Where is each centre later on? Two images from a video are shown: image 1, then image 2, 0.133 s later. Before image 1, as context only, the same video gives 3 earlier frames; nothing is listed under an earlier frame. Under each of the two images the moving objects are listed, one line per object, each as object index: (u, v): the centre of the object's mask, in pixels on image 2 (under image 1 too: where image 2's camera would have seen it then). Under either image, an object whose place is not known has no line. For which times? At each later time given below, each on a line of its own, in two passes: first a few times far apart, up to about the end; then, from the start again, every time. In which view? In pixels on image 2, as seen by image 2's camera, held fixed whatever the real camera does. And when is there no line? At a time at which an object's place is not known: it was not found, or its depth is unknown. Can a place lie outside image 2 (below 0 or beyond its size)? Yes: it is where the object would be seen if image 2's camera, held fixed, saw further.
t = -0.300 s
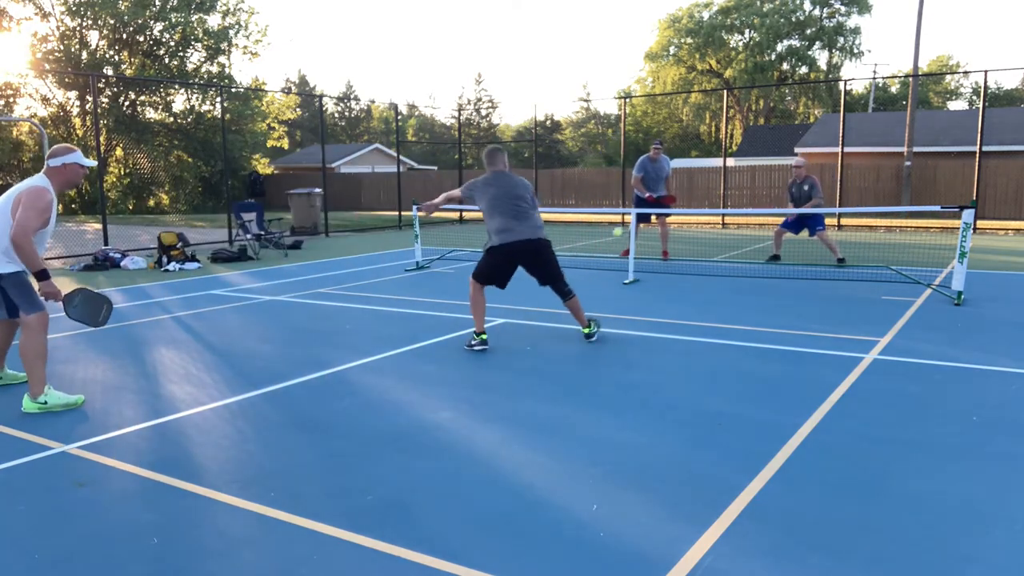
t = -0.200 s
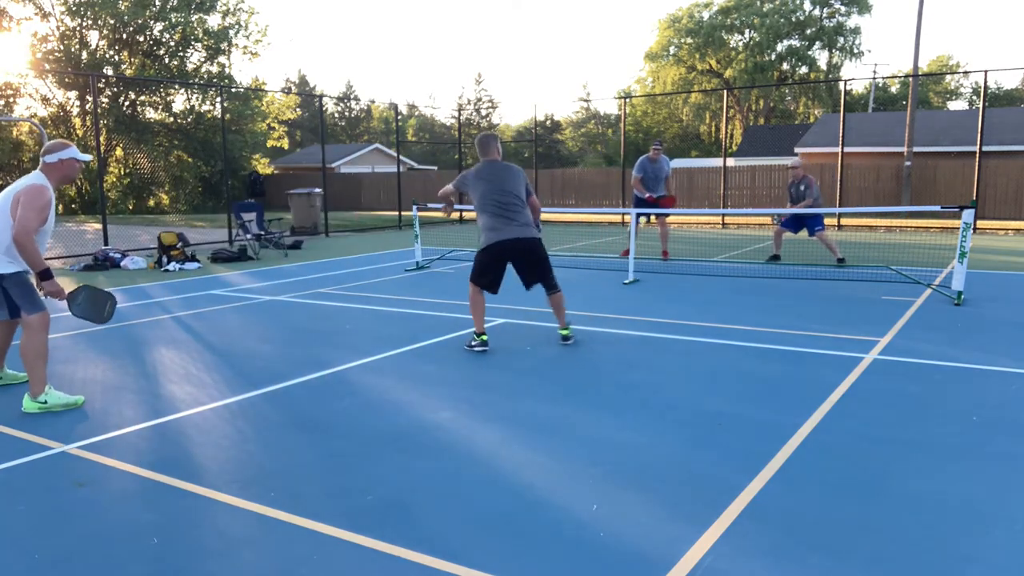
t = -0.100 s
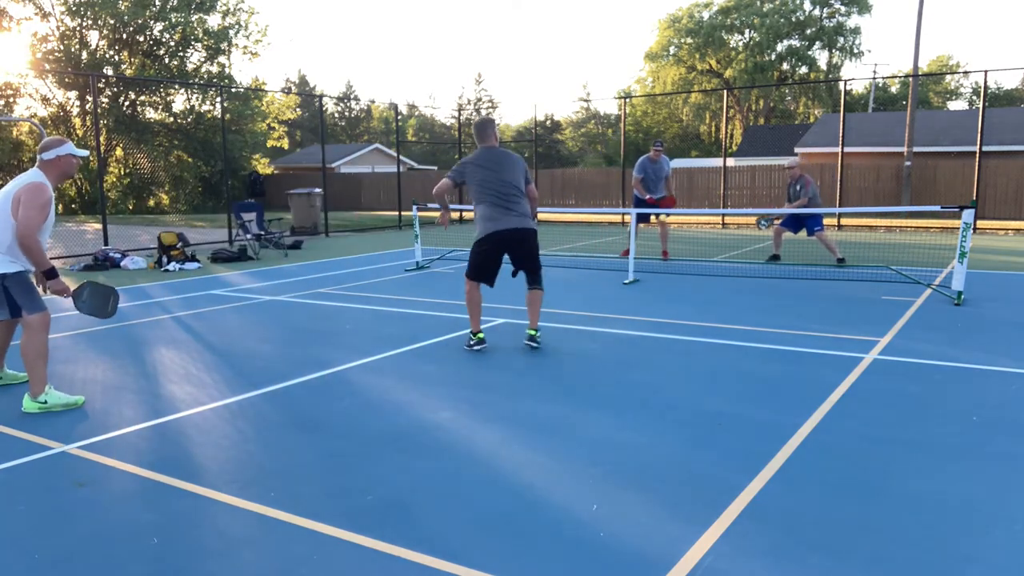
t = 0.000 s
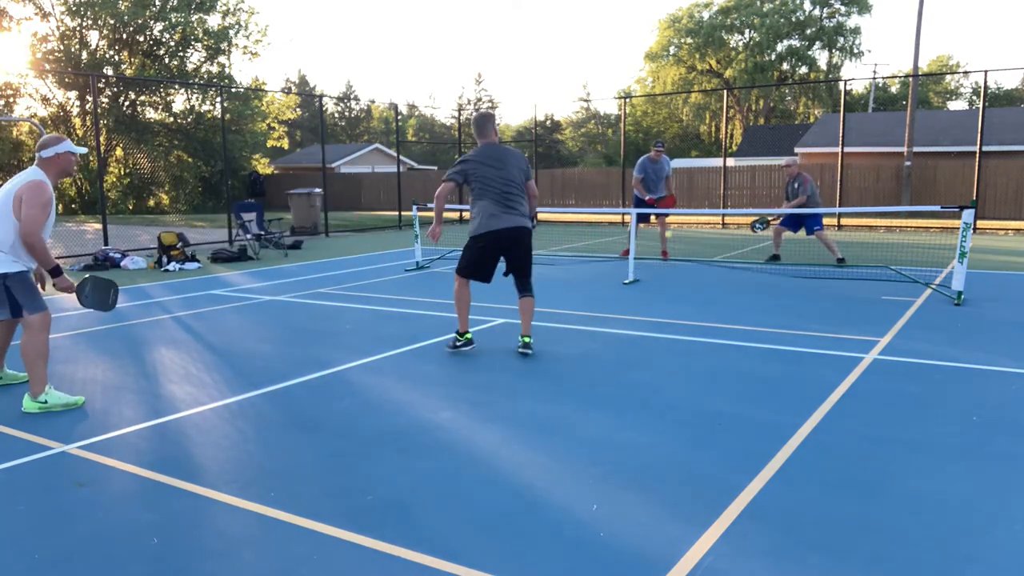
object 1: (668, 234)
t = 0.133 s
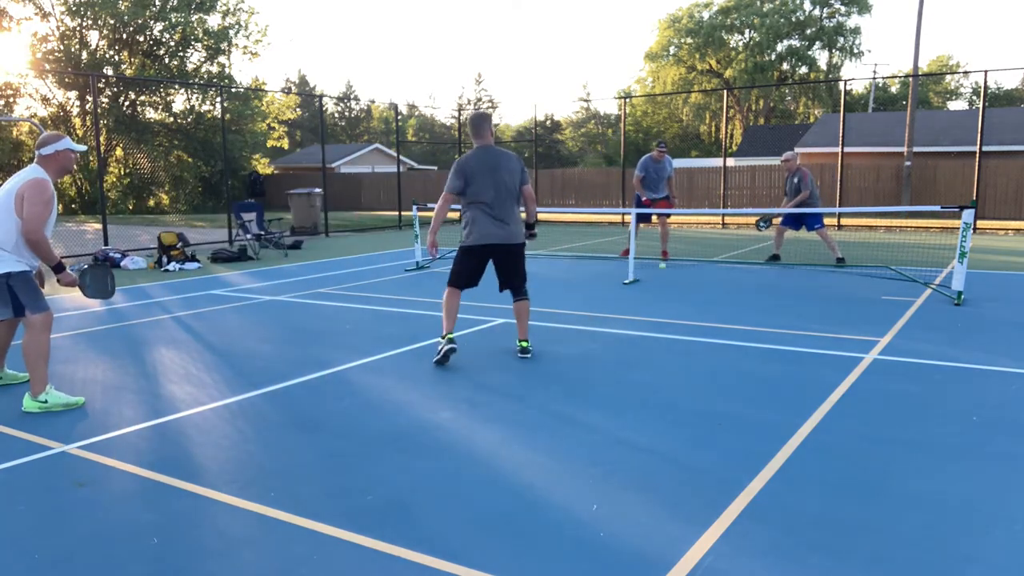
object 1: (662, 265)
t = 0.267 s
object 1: (656, 280)
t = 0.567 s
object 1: (641, 282)
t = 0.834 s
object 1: (624, 287)
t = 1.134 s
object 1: (604, 292)
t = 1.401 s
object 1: (586, 297)
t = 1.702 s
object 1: (563, 302)
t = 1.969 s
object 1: (542, 307)
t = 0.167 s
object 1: (660, 270)
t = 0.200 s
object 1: (659, 273)
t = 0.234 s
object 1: (658, 276)
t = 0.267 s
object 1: (656, 280)
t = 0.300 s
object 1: (654, 278)
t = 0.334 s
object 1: (653, 276)
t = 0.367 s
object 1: (651, 276)
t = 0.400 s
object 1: (649, 276)
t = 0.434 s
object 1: (648, 277)
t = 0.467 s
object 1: (646, 278)
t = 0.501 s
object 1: (644, 281)
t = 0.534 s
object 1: (643, 284)
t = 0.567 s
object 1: (641, 282)
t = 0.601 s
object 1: (638, 281)
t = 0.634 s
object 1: (637, 282)
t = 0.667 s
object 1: (635, 284)
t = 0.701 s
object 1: (633, 286)
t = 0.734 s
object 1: (631, 286)
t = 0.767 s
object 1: (628, 285)
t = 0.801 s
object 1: (626, 285)
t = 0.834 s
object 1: (624, 287)
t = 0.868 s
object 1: (622, 288)
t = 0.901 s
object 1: (620, 288)
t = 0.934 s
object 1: (618, 288)
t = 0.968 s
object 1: (615, 289)
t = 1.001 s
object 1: (613, 290)
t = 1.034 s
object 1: (611, 290)
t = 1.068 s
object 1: (608, 291)
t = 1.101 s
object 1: (606, 292)
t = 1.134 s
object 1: (604, 292)
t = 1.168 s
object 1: (602, 293)
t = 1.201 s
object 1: (600, 294)
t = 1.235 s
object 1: (597, 294)
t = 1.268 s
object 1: (595, 295)
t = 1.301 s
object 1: (593, 296)
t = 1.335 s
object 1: (590, 296)
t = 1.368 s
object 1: (588, 297)
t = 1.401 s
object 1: (586, 297)
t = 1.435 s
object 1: (583, 298)
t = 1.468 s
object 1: (581, 298)
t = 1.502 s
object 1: (578, 299)
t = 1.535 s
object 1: (576, 300)
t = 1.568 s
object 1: (573, 300)
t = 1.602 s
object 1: (571, 301)
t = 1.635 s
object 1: (568, 301)
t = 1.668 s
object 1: (566, 302)
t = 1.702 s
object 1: (563, 302)
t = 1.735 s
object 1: (561, 303)
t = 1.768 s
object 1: (558, 304)
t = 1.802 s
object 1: (556, 304)
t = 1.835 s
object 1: (553, 305)
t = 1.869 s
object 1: (550, 306)
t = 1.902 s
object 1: (548, 306)
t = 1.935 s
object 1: (545, 306)
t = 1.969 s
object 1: (542, 307)
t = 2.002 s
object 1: (540, 308)
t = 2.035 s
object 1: (537, 308)
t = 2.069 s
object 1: (534, 309)
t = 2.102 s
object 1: (531, 309)
